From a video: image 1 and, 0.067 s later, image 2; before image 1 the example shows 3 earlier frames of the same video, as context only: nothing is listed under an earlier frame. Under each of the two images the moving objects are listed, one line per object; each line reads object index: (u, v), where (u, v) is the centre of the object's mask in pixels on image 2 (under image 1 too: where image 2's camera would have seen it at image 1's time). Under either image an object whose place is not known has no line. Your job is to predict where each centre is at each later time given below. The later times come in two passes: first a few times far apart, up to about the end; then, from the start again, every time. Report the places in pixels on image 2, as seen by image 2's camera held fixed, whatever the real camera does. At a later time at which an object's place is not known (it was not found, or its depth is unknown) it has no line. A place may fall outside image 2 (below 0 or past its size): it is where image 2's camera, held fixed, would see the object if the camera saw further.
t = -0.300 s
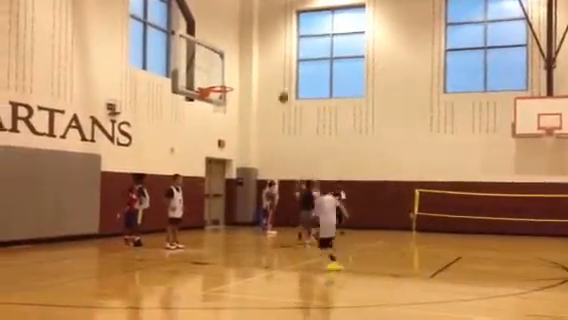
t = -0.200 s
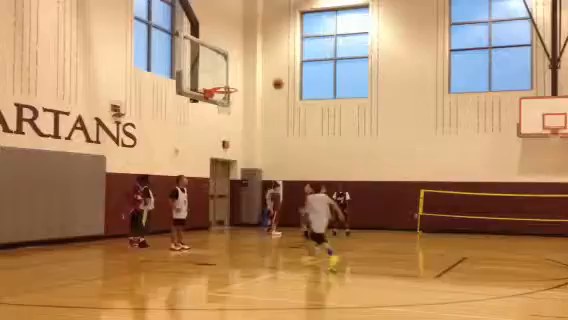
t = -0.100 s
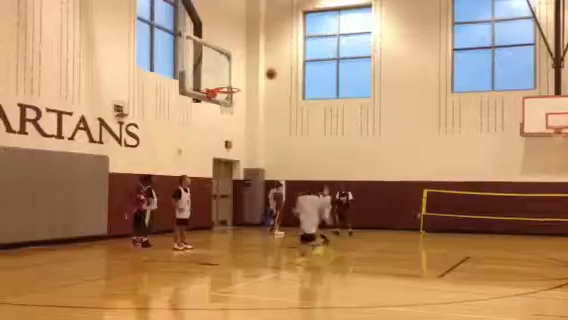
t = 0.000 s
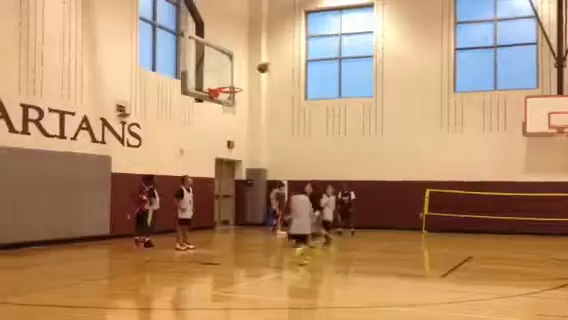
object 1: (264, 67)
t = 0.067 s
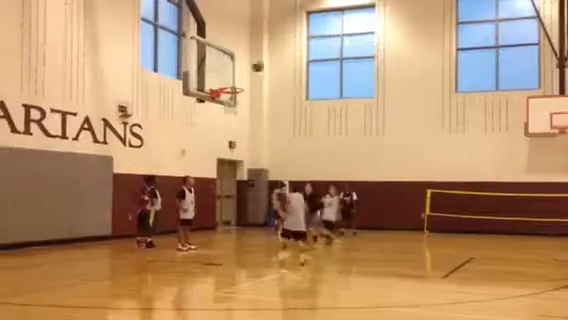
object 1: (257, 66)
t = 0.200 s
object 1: (242, 70)
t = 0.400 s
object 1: (224, 85)
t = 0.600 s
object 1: (256, 86)
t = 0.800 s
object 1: (286, 107)
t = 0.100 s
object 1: (253, 67)
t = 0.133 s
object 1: (251, 67)
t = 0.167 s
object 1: (247, 68)
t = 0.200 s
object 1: (242, 70)
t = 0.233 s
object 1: (239, 72)
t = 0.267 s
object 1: (235, 75)
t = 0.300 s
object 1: (231, 78)
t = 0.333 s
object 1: (227, 82)
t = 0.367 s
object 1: (224, 84)
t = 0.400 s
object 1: (224, 85)
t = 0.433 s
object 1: (229, 85)
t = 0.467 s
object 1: (235, 84)
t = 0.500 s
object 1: (240, 84)
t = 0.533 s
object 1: (244, 84)
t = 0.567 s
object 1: (250, 85)
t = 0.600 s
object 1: (256, 86)
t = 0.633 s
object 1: (260, 88)
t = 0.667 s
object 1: (265, 91)
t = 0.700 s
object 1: (270, 94)
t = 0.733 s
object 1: (275, 97)
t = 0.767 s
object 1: (279, 101)
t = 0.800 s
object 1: (286, 107)
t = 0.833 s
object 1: (291, 112)
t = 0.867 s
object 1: (296, 118)
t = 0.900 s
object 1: (301, 125)
